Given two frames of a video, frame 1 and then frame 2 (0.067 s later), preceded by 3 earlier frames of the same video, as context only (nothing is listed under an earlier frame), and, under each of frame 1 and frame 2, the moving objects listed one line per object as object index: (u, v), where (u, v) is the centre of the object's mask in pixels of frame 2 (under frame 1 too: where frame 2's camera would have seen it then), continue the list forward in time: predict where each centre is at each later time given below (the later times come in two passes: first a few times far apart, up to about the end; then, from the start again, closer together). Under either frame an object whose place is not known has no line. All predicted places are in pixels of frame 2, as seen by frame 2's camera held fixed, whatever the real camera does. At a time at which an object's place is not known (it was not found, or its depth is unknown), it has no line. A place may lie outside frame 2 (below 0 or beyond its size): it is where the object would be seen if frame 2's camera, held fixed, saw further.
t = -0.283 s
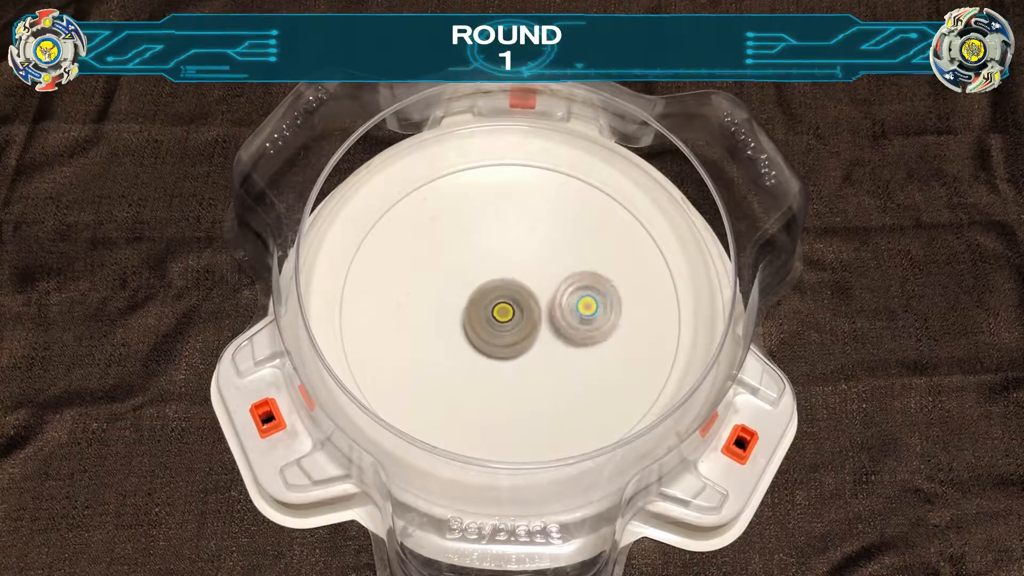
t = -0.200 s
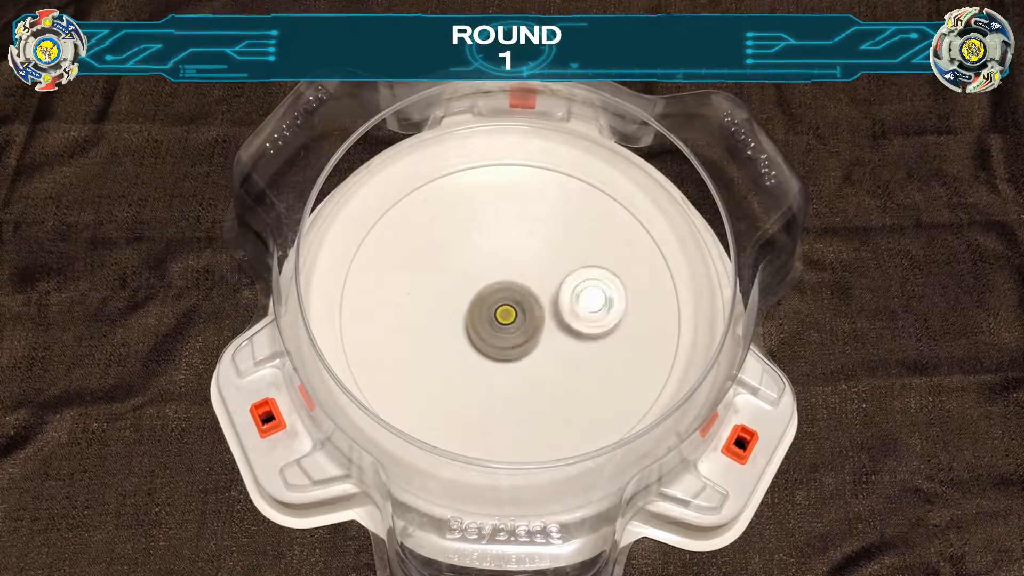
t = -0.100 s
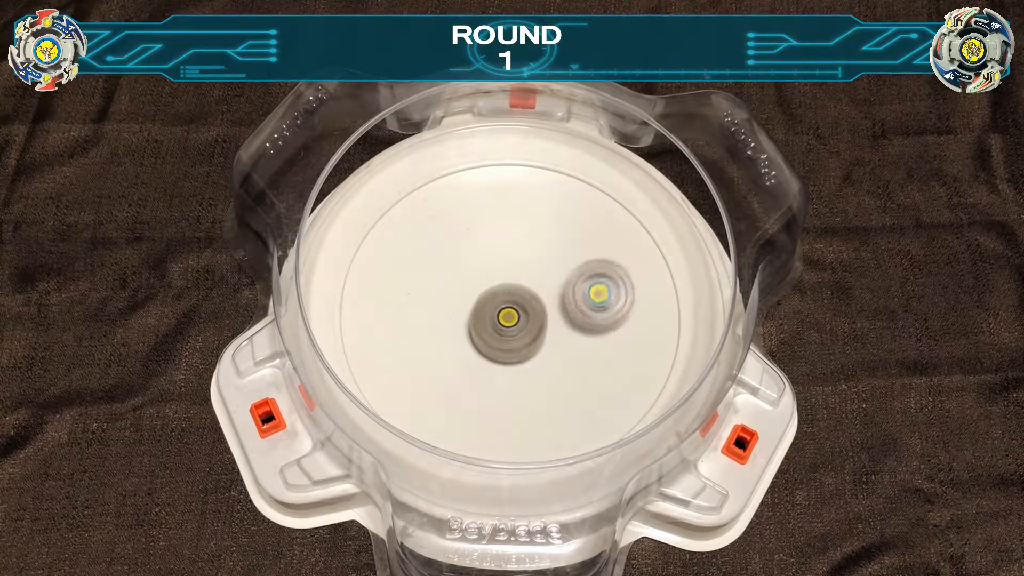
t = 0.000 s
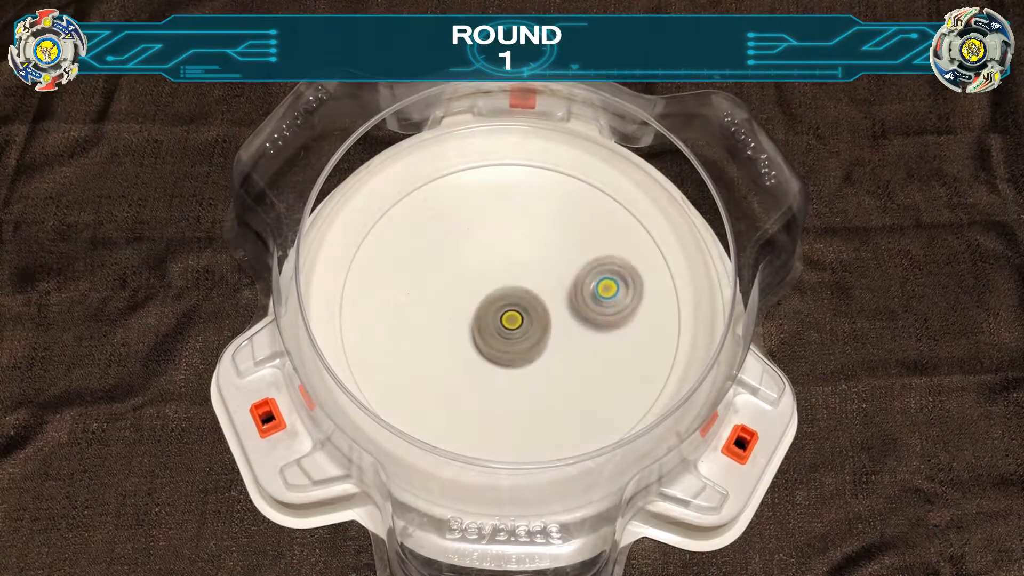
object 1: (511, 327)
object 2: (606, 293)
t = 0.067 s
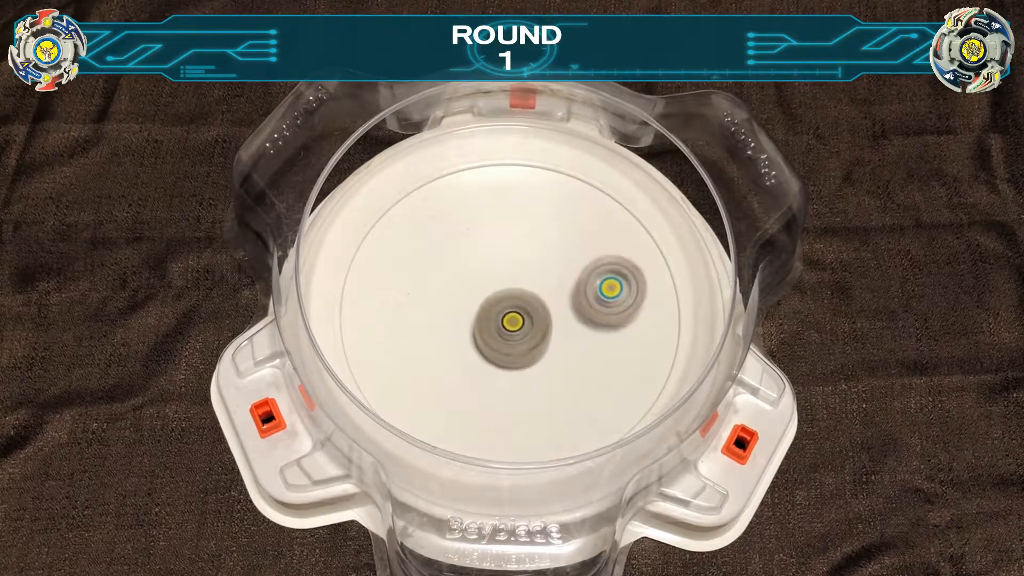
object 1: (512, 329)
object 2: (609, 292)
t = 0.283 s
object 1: (516, 334)
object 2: (603, 302)
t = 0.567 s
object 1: (458, 284)
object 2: (648, 340)
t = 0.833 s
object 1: (426, 277)
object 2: (542, 343)
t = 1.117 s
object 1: (430, 212)
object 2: (486, 387)
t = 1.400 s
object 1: (465, 243)
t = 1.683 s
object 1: (551, 303)
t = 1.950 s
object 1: (544, 305)
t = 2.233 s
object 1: (540, 294)
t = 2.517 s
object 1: (537, 290)
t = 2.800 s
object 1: (534, 292)
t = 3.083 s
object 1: (541, 304)
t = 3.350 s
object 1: (538, 308)
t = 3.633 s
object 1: (538, 309)
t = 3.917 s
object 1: (538, 309)
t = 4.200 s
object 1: (538, 309)
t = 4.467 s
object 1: (538, 309)
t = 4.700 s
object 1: (538, 309)
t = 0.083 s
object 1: (513, 329)
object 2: (609, 293)
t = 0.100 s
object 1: (513, 329)
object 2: (610, 293)
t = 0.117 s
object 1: (513, 330)
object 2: (610, 293)
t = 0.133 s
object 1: (514, 330)
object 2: (610, 294)
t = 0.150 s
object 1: (514, 331)
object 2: (610, 295)
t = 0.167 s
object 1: (515, 331)
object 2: (609, 295)
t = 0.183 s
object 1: (515, 332)
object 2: (609, 296)
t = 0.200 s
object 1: (515, 332)
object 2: (608, 297)
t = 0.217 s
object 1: (515, 333)
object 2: (607, 298)
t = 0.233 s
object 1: (516, 333)
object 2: (607, 299)
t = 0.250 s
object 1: (516, 333)
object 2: (605, 300)
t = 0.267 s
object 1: (516, 333)
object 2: (604, 301)
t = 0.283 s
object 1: (516, 334)
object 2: (603, 302)
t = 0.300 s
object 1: (517, 334)
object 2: (601, 302)
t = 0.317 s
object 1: (517, 335)
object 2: (599, 303)
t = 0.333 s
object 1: (517, 335)
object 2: (597, 305)
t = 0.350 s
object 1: (517, 335)
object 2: (595, 305)
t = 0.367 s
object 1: (517, 335)
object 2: (592, 306)
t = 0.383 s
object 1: (517, 336)
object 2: (590, 307)
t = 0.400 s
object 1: (517, 336)
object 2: (588, 307)
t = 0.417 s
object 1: (516, 335)
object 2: (588, 308)
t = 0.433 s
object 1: (510, 330)
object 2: (597, 312)
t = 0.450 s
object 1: (504, 323)
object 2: (604, 312)
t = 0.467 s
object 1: (498, 316)
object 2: (616, 315)
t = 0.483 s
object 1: (492, 312)
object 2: (620, 318)
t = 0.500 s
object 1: (485, 308)
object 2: (631, 324)
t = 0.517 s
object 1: (478, 305)
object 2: (638, 330)
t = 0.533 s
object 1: (472, 298)
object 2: (646, 338)
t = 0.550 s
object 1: (465, 290)
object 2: (645, 337)
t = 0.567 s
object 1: (458, 284)
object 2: (648, 340)
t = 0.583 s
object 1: (453, 279)
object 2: (647, 342)
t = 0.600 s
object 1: (446, 276)
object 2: (644, 342)
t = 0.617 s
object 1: (440, 273)
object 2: (643, 348)
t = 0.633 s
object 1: (434, 272)
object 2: (637, 348)
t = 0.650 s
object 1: (429, 271)
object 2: (635, 349)
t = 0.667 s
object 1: (425, 271)
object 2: (629, 352)
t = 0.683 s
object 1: (423, 271)
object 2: (619, 349)
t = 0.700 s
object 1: (422, 271)
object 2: (617, 353)
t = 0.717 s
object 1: (422, 271)
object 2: (604, 352)
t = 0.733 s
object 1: (423, 272)
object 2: (597, 350)
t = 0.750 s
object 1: (423, 273)
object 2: (591, 352)
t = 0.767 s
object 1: (423, 274)
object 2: (582, 353)
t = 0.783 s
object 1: (424, 275)
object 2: (571, 348)
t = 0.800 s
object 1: (424, 276)
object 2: (564, 349)
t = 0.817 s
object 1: (425, 277)
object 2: (553, 348)
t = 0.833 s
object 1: (426, 277)
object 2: (542, 343)
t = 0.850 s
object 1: (426, 279)
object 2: (534, 344)
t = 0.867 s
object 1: (426, 280)
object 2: (523, 342)
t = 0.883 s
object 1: (427, 281)
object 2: (513, 335)
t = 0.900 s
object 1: (428, 282)
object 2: (506, 332)
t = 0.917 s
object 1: (429, 284)
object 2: (495, 332)
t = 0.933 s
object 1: (429, 284)
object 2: (485, 330)
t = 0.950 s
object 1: (426, 276)
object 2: (485, 336)
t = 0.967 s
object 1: (425, 266)
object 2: (486, 348)
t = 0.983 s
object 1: (425, 257)
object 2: (485, 356)
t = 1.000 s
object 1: (424, 250)
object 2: (484, 363)
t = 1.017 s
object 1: (426, 243)
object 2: (481, 369)
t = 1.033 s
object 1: (427, 237)
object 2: (480, 371)
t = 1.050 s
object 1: (429, 230)
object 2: (482, 374)
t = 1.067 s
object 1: (430, 225)
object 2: (485, 380)
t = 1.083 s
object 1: (430, 219)
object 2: (487, 385)
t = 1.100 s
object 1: (430, 216)
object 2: (487, 388)
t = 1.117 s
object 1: (430, 212)
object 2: (486, 387)
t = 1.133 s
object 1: (432, 210)
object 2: (485, 386)
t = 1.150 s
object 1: (433, 209)
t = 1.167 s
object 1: (435, 209)
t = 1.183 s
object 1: (436, 210)
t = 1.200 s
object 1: (438, 210)
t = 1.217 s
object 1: (440, 212)
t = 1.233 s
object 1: (442, 213)
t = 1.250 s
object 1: (444, 215)
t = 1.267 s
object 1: (446, 217)
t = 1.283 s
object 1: (449, 219)
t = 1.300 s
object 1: (451, 222)
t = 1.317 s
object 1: (454, 225)
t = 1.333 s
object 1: (455, 228)
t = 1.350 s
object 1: (457, 230)
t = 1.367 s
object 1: (460, 235)
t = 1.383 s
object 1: (462, 239)
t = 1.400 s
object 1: (465, 243)
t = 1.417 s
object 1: (470, 248)
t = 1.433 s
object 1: (474, 254)
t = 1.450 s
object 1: (480, 258)
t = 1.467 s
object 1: (485, 265)
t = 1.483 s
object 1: (490, 269)
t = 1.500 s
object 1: (495, 274)
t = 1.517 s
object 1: (498, 280)
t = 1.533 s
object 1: (503, 282)
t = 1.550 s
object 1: (510, 287)
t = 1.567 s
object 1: (515, 290)
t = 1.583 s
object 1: (523, 291)
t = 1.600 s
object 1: (532, 294)
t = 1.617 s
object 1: (537, 296)
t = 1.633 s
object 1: (540, 298)
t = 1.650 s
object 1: (545, 298)
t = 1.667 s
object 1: (549, 300)
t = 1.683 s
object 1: (551, 303)
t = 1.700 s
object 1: (551, 305)
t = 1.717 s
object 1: (550, 307)
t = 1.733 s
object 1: (549, 307)
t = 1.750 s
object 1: (547, 306)
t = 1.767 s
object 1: (547, 305)
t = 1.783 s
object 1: (548, 305)
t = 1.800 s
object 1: (548, 306)
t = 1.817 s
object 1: (546, 304)
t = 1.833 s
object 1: (547, 303)
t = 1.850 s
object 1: (548, 303)
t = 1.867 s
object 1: (547, 304)
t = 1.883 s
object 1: (545, 303)
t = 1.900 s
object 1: (546, 302)
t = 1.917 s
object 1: (547, 302)
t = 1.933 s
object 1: (546, 304)
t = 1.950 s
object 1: (544, 305)
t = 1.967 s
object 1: (543, 303)
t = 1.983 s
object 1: (544, 303)
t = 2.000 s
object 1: (543, 304)
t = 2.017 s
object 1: (540, 303)
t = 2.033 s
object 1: (539, 301)
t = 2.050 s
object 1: (542, 299)
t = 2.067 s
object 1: (542, 301)
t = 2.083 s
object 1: (540, 301)
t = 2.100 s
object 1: (538, 299)
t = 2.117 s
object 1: (538, 298)
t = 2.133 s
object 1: (537, 298)
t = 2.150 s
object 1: (536, 298)
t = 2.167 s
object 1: (535, 295)
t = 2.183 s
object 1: (537, 294)
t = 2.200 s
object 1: (539, 294)
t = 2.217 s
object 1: (540, 295)
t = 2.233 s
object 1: (540, 294)
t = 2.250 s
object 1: (539, 293)
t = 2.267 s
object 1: (538, 293)
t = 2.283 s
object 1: (537, 293)
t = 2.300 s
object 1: (535, 292)
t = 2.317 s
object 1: (534, 291)
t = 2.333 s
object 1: (535, 289)
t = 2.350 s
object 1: (536, 288)
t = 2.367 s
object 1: (537, 288)
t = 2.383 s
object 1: (536, 288)
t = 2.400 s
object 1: (536, 288)
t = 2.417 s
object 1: (536, 286)
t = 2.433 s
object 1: (538, 286)
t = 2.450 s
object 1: (539, 287)
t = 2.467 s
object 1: (539, 289)
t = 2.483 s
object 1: (538, 289)
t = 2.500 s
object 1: (537, 290)
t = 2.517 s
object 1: (537, 290)
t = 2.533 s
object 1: (536, 290)
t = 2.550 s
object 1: (534, 291)
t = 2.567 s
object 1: (533, 290)
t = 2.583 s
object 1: (532, 290)
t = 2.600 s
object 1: (532, 289)
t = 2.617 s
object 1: (529, 289)
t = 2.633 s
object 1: (527, 288)
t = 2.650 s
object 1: (526, 286)
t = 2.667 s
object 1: (527, 285)
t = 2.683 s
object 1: (530, 285)
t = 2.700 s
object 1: (531, 287)
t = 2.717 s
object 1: (532, 288)
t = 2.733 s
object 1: (532, 289)
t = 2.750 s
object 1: (532, 290)
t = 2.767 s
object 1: (533, 290)
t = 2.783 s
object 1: (533, 291)
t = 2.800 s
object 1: (534, 292)
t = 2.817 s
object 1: (534, 295)
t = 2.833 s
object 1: (534, 296)
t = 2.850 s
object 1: (534, 296)
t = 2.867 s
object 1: (535, 297)
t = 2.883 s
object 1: (536, 298)
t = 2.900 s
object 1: (536, 299)
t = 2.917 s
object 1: (537, 299)
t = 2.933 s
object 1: (538, 299)
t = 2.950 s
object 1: (538, 299)
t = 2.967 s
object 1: (538, 299)
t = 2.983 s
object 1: (537, 299)
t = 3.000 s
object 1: (537, 299)
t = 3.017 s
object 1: (538, 300)
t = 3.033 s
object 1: (539, 300)
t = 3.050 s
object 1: (541, 301)
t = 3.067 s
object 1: (541, 302)
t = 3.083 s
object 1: (541, 304)
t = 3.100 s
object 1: (541, 306)
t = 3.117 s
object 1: (540, 307)
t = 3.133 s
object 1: (540, 308)
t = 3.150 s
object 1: (540, 309)
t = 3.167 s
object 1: (539, 309)
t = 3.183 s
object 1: (539, 309)
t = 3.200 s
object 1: (539, 308)
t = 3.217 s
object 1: (539, 308)
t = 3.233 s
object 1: (538, 308)
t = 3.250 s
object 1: (539, 308)
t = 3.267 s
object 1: (538, 308)
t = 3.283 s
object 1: (539, 308)
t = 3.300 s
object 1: (538, 309)
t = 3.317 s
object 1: (538, 309)
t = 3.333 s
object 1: (538, 309)
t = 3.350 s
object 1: (538, 308)
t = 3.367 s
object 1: (538, 309)
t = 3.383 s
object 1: (538, 309)
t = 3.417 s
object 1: (538, 309)
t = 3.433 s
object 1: (538, 309)
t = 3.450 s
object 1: (538, 309)
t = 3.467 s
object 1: (538, 309)
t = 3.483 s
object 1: (538, 309)
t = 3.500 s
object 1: (538, 309)
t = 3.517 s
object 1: (539, 309)
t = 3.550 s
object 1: (539, 309)
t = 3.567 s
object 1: (538, 309)
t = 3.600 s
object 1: (538, 309)
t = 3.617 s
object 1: (539, 309)
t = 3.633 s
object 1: (538, 309)
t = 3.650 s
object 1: (538, 309)
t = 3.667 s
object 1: (538, 309)
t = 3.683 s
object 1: (539, 309)
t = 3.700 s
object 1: (538, 309)
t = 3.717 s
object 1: (538, 309)
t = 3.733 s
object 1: (538, 309)
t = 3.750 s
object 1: (538, 309)
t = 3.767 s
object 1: (538, 309)
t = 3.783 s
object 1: (538, 309)
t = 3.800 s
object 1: (538, 309)
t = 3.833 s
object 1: (538, 309)
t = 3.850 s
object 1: (538, 309)
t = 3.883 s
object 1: (538, 309)
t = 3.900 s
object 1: (538, 309)
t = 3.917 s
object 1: (538, 309)
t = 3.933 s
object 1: (538, 309)
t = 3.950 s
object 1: (538, 309)
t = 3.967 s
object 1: (538, 309)
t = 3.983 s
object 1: (538, 309)
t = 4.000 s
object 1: (538, 309)
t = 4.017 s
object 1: (538, 309)
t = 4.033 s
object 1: (538, 309)
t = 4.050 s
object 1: (538, 309)
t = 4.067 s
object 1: (538, 309)
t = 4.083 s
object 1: (538, 309)
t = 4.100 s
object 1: (538, 309)
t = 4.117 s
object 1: (538, 309)
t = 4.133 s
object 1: (538, 309)
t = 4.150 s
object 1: (538, 309)
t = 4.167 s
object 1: (538, 309)
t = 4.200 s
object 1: (538, 309)
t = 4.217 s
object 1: (538, 309)
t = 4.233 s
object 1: (538, 309)
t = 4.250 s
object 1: (538, 309)
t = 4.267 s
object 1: (538, 309)
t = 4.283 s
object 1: (538, 309)
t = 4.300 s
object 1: (538, 309)
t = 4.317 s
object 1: (538, 309)
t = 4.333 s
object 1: (538, 309)
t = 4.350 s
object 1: (538, 309)
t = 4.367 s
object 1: (538, 309)
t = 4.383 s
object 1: (538, 309)
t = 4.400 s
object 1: (538, 309)
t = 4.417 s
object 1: (538, 309)
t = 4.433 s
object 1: (538, 309)
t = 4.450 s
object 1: (538, 309)
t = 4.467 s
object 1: (538, 309)
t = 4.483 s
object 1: (538, 309)
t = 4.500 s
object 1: (538, 309)
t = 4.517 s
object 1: (538, 309)
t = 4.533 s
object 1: (538, 309)
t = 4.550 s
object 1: (538, 309)
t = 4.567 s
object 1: (538, 309)
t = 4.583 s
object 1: (538, 309)
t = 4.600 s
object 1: (538, 309)
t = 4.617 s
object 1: (538, 309)
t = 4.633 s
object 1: (538, 309)
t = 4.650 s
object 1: (538, 309)
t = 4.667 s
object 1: (538, 309)
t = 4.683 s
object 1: (538, 309)
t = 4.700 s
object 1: (538, 309)
